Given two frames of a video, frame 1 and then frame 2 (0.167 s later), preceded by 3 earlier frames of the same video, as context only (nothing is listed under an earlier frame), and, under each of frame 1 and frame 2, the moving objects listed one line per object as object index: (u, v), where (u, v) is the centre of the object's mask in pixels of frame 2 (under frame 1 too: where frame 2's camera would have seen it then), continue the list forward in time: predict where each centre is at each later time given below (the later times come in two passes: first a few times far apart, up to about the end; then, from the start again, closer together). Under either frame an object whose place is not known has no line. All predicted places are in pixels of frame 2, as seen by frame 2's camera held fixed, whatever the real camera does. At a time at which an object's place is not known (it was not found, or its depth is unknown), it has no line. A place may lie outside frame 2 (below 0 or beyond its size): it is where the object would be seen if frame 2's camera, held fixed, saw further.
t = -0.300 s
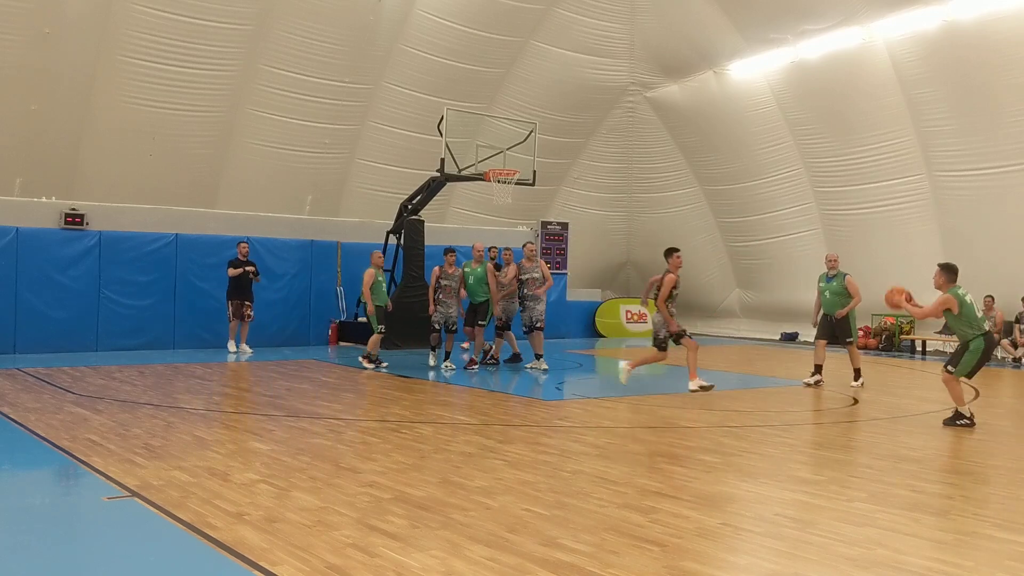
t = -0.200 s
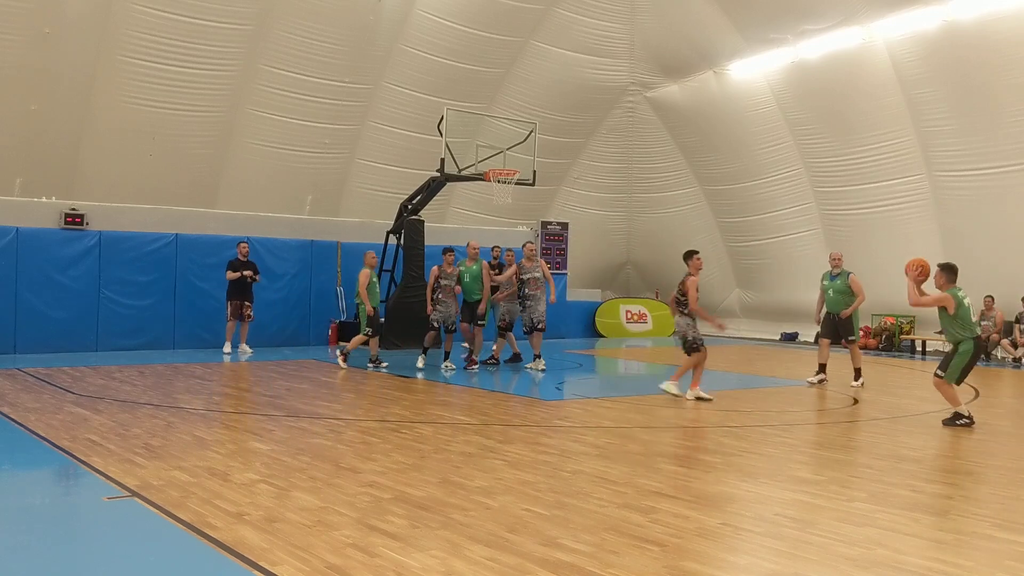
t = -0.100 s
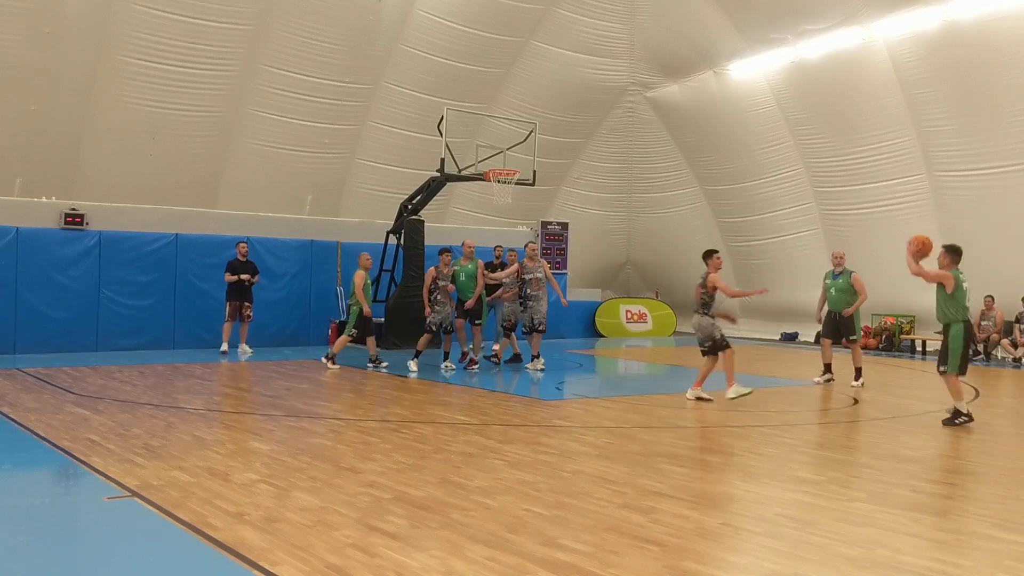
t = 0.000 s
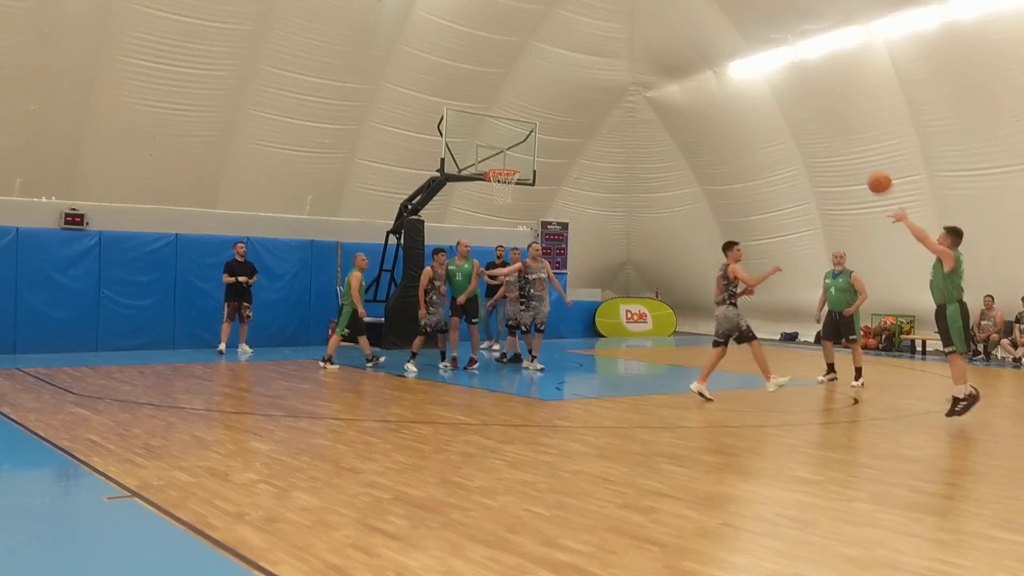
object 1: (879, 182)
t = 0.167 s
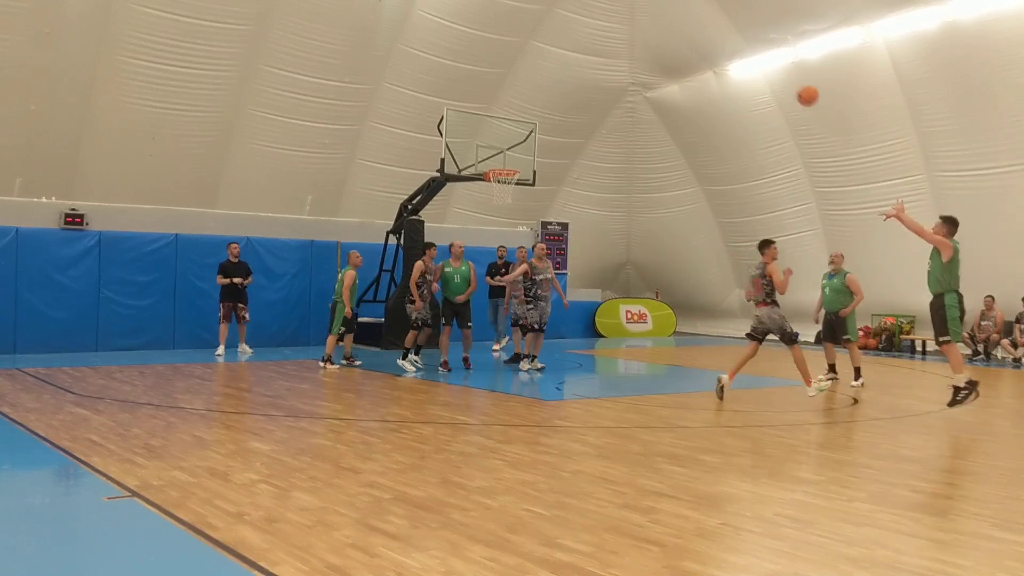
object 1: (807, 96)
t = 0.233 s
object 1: (782, 69)
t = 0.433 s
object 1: (709, 21)
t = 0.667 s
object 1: (635, 10)
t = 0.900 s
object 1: (572, 37)
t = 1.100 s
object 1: (524, 88)
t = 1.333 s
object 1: (484, 163)
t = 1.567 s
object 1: (454, 139)
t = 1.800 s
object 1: (418, 146)
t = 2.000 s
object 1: (384, 184)
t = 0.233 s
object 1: (782, 69)
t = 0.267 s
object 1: (768, 58)
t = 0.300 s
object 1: (756, 48)
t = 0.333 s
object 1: (743, 40)
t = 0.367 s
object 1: (732, 33)
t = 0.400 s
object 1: (720, 26)
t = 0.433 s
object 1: (709, 21)
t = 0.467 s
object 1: (698, 17)
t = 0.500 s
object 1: (687, 14)
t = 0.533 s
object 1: (676, 11)
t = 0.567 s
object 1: (666, 9)
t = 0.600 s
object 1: (656, 8)
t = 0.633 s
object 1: (646, 9)
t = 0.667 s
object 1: (635, 10)
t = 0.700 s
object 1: (626, 12)
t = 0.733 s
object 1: (616, 14)
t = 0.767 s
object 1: (607, 17)
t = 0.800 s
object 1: (597, 21)
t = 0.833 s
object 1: (589, 26)
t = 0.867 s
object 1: (580, 31)
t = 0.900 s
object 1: (572, 37)
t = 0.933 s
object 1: (563, 45)
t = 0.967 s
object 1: (555, 53)
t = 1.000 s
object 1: (547, 61)
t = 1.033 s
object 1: (539, 69)
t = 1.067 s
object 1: (531, 78)
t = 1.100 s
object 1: (524, 88)
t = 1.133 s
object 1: (516, 98)
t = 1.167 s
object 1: (509, 109)
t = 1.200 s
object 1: (502, 120)
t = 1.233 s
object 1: (495, 132)
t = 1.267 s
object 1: (487, 144)
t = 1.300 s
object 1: (481, 156)
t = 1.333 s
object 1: (484, 163)
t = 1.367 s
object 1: (481, 161)
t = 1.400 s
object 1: (477, 155)
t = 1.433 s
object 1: (472, 151)
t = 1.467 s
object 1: (468, 146)
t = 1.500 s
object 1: (463, 143)
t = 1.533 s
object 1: (459, 141)
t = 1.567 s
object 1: (454, 139)
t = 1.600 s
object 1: (449, 137)
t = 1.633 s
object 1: (444, 137)
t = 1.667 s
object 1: (439, 138)
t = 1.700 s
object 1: (434, 139)
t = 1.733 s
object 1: (428, 140)
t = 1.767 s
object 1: (423, 143)
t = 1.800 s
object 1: (418, 146)
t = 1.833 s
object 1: (412, 151)
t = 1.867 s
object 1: (407, 155)
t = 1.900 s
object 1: (402, 161)
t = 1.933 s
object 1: (396, 168)
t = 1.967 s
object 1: (390, 176)
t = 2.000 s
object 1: (384, 184)
